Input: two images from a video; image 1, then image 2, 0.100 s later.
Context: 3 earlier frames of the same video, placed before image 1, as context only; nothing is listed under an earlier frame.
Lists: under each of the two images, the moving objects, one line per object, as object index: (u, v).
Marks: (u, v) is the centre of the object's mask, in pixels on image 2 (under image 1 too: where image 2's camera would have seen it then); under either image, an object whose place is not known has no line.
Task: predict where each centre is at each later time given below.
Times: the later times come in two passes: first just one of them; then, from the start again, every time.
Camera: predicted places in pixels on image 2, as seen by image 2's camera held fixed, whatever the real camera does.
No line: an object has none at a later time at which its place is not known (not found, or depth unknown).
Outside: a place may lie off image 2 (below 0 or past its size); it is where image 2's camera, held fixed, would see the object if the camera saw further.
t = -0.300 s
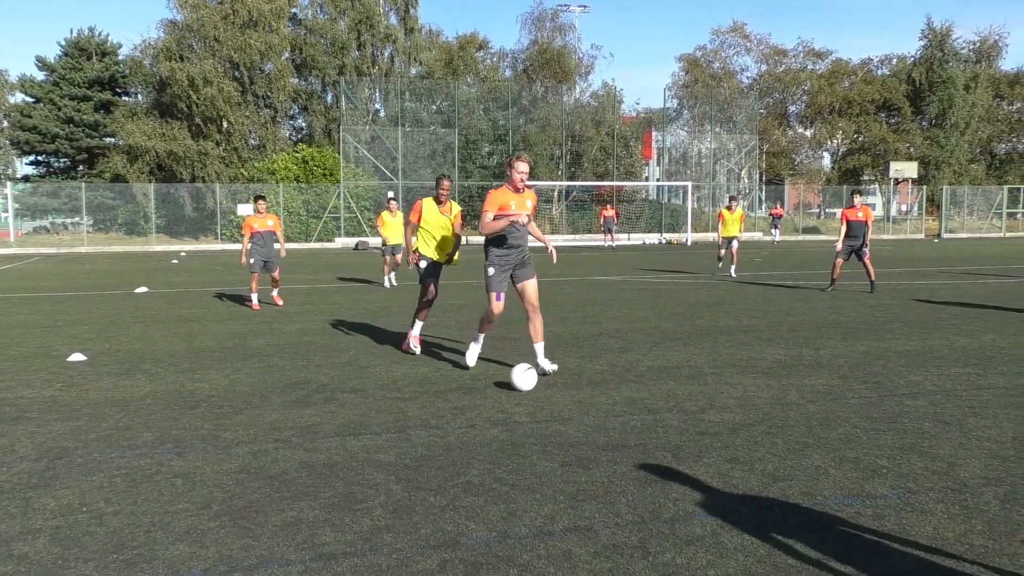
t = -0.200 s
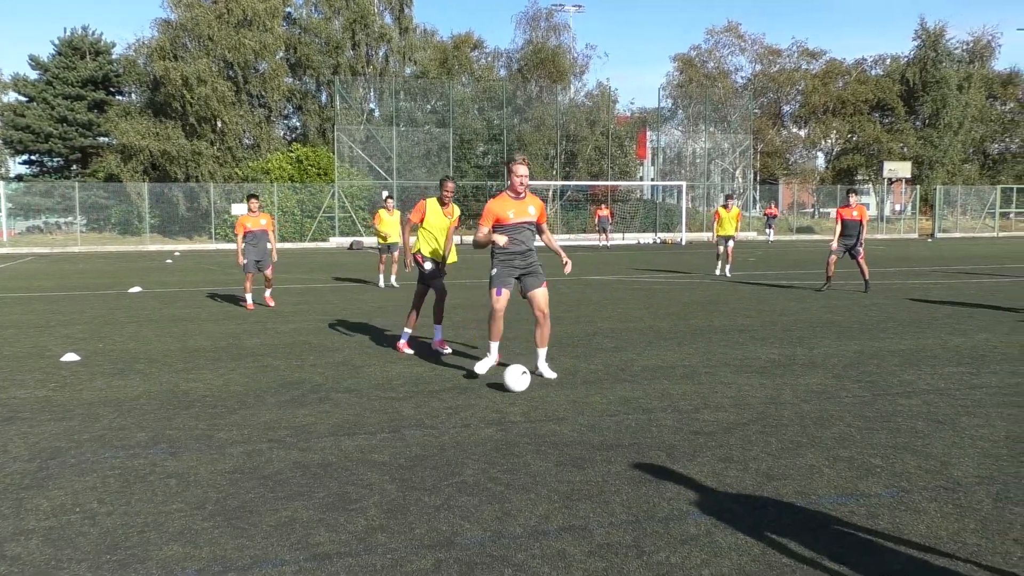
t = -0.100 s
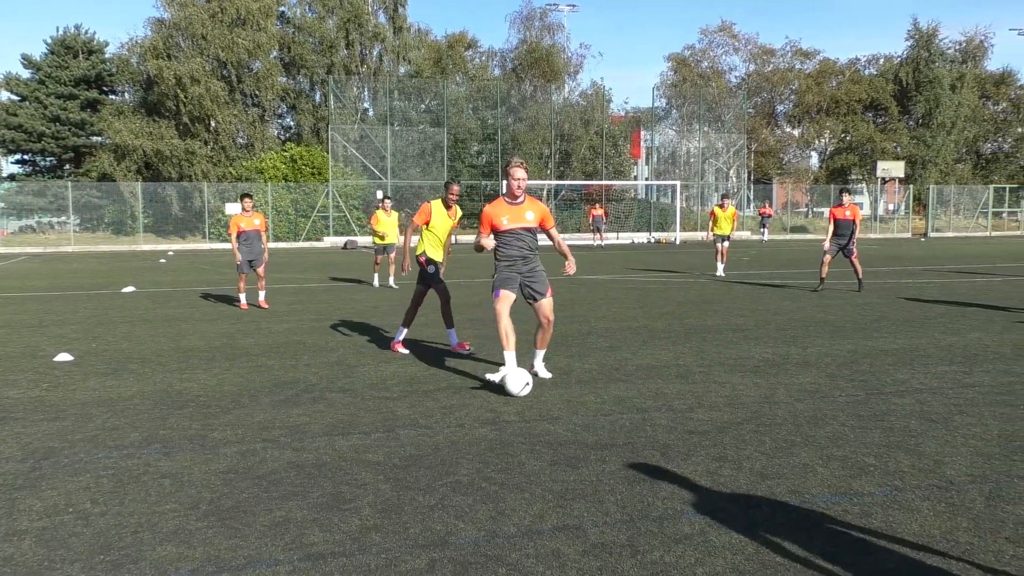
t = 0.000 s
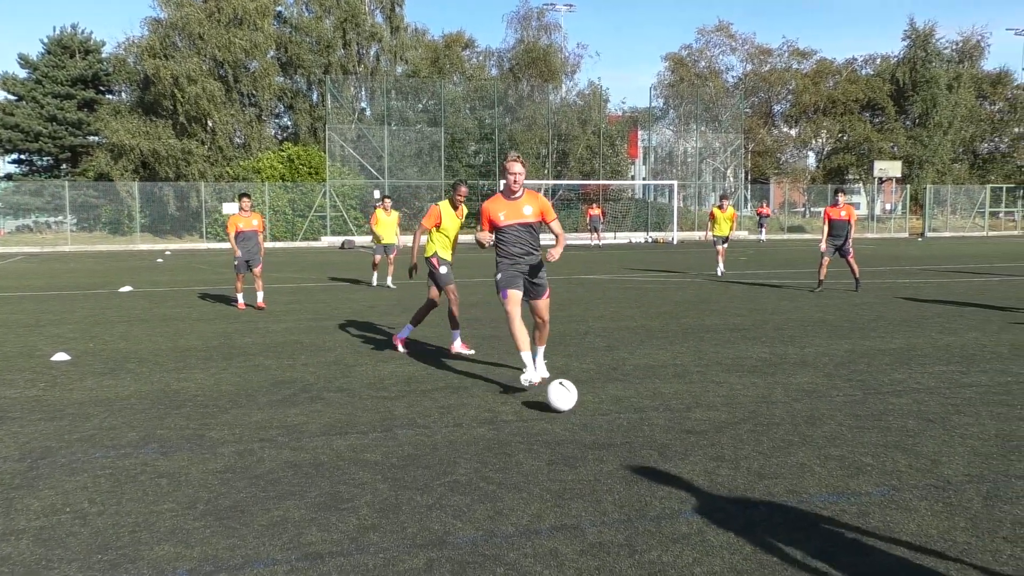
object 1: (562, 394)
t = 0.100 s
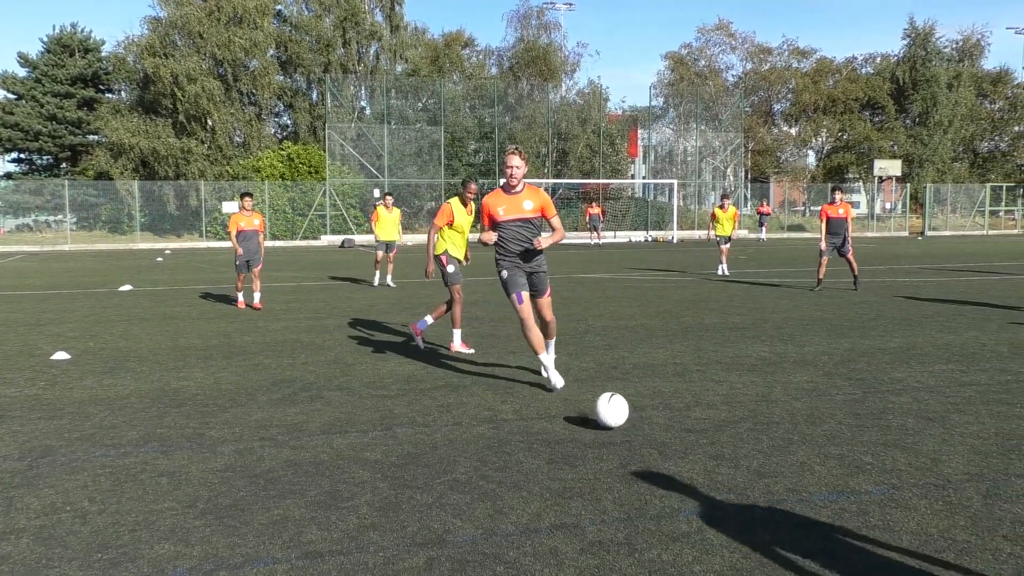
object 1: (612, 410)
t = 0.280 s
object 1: (712, 446)
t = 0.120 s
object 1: (622, 412)
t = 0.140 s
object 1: (632, 415)
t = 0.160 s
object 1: (643, 419)
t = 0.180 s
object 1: (654, 424)
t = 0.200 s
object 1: (666, 430)
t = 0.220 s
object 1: (678, 437)
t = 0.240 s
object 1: (690, 442)
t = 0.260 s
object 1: (701, 444)
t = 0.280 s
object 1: (712, 446)
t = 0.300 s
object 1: (724, 450)
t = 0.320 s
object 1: (736, 454)
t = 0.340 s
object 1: (749, 459)
